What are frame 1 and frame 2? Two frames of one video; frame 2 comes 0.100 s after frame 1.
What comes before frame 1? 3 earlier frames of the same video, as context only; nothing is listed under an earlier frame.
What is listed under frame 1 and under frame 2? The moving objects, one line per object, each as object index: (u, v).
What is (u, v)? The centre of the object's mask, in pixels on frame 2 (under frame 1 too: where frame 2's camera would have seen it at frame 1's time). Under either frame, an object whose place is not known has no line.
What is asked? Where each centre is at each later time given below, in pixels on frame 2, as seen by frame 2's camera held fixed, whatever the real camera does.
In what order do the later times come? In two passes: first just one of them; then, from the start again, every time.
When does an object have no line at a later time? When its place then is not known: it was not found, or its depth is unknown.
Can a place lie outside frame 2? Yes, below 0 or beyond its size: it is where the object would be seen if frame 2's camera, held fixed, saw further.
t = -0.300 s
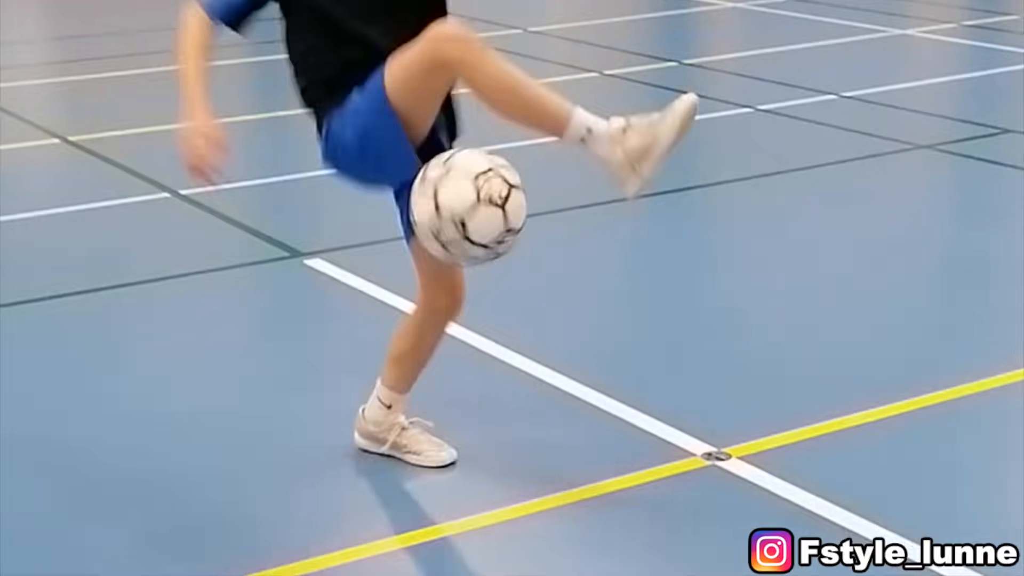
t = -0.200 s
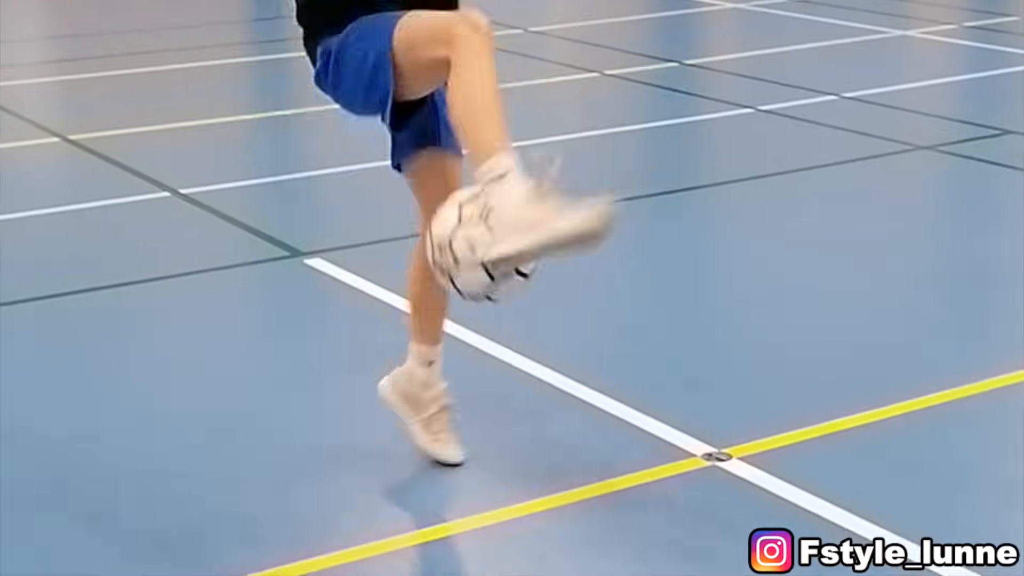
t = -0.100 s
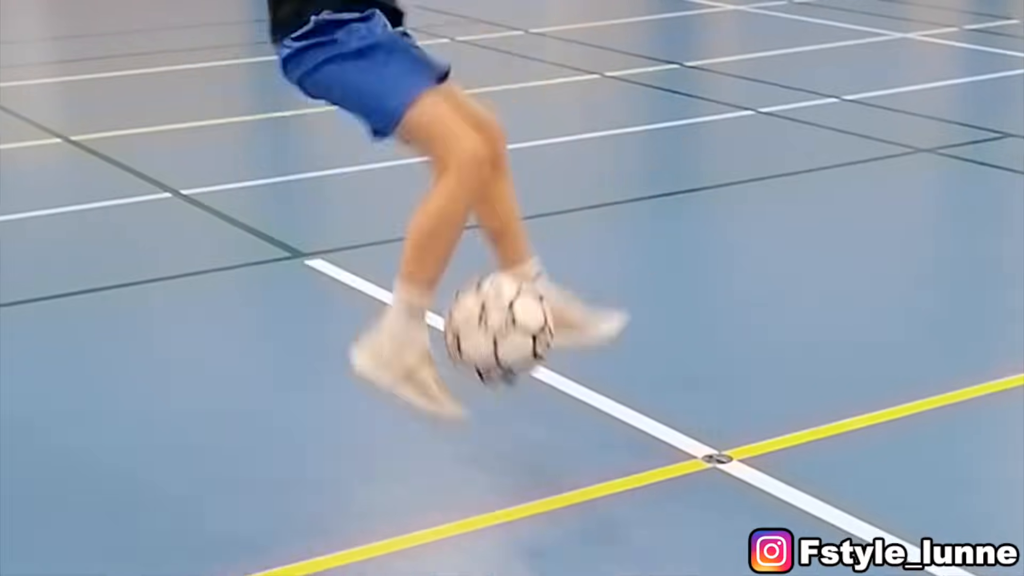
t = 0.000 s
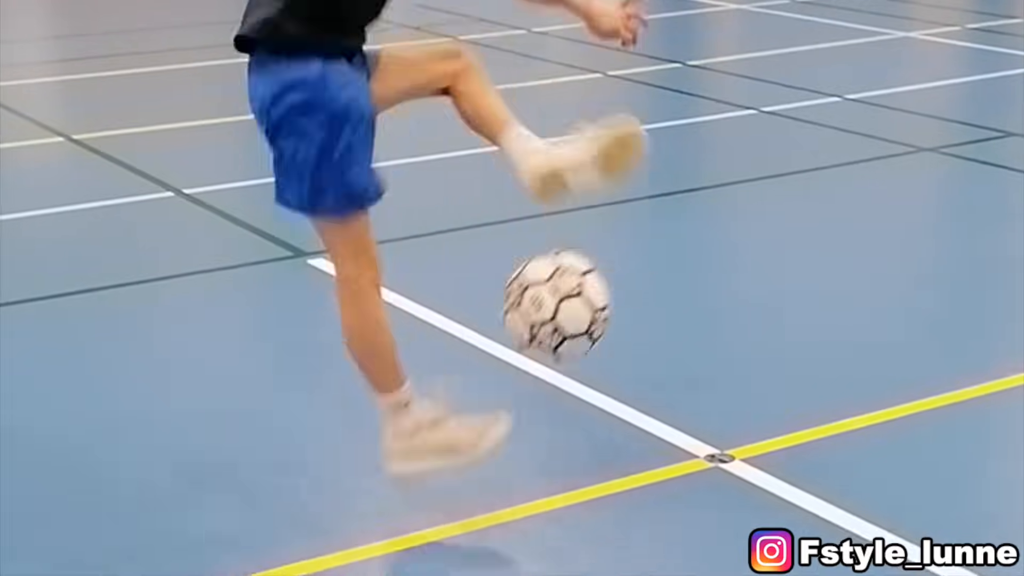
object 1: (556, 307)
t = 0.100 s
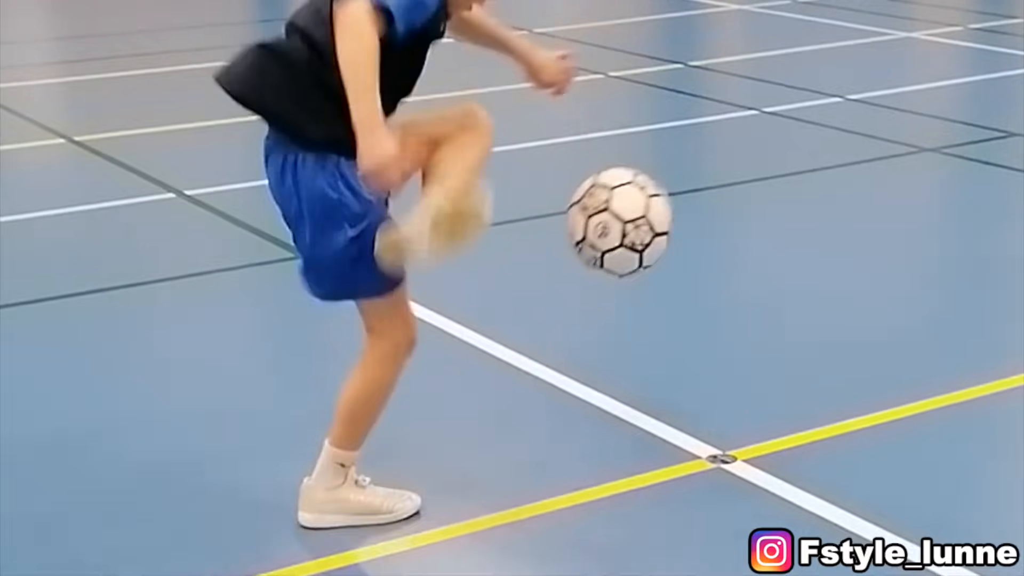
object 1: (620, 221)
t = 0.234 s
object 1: (696, 191)
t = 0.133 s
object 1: (640, 206)
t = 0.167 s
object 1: (660, 194)
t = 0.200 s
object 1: (678, 190)
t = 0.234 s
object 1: (696, 191)
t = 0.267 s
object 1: (713, 195)
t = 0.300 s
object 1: (729, 206)
